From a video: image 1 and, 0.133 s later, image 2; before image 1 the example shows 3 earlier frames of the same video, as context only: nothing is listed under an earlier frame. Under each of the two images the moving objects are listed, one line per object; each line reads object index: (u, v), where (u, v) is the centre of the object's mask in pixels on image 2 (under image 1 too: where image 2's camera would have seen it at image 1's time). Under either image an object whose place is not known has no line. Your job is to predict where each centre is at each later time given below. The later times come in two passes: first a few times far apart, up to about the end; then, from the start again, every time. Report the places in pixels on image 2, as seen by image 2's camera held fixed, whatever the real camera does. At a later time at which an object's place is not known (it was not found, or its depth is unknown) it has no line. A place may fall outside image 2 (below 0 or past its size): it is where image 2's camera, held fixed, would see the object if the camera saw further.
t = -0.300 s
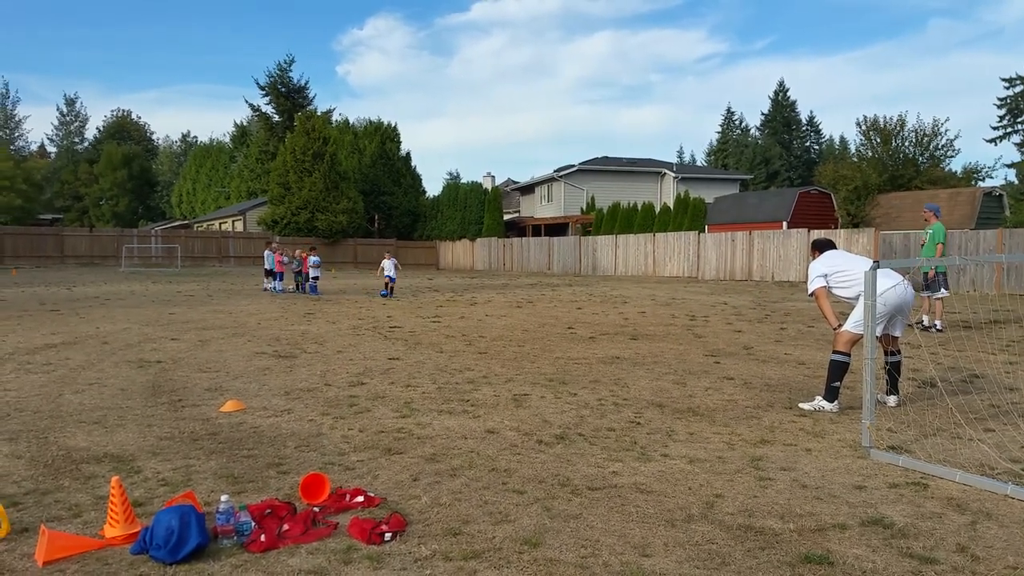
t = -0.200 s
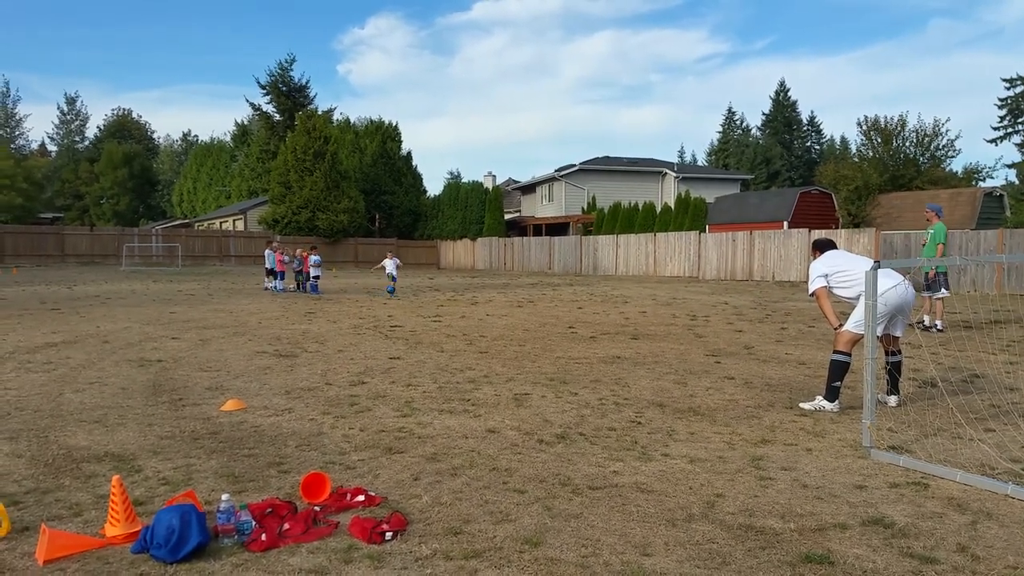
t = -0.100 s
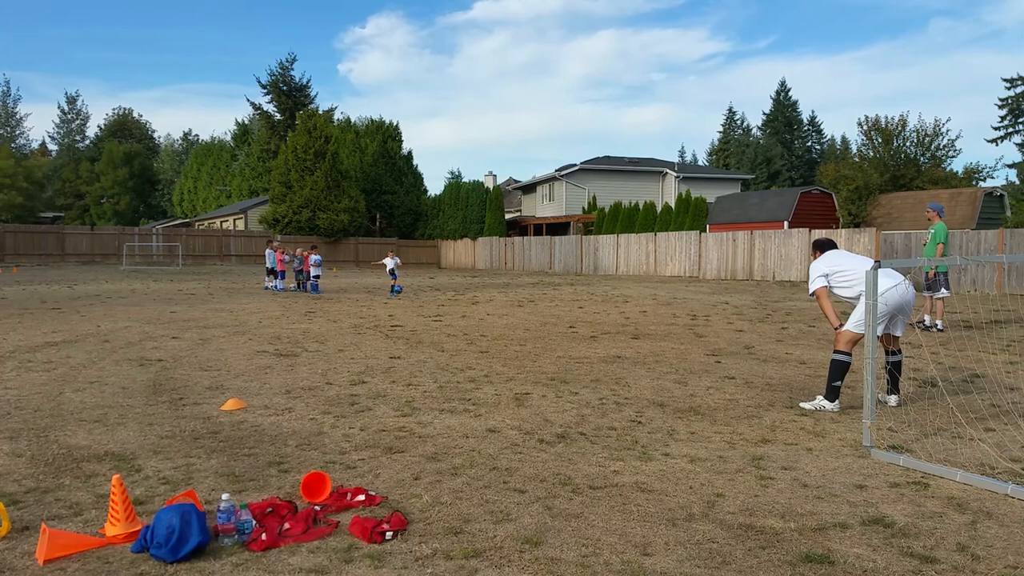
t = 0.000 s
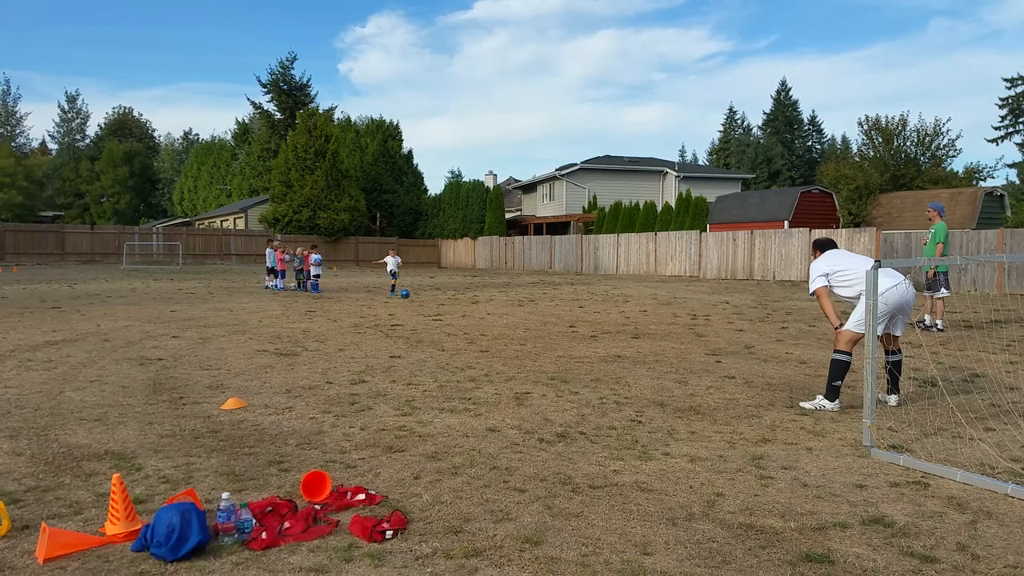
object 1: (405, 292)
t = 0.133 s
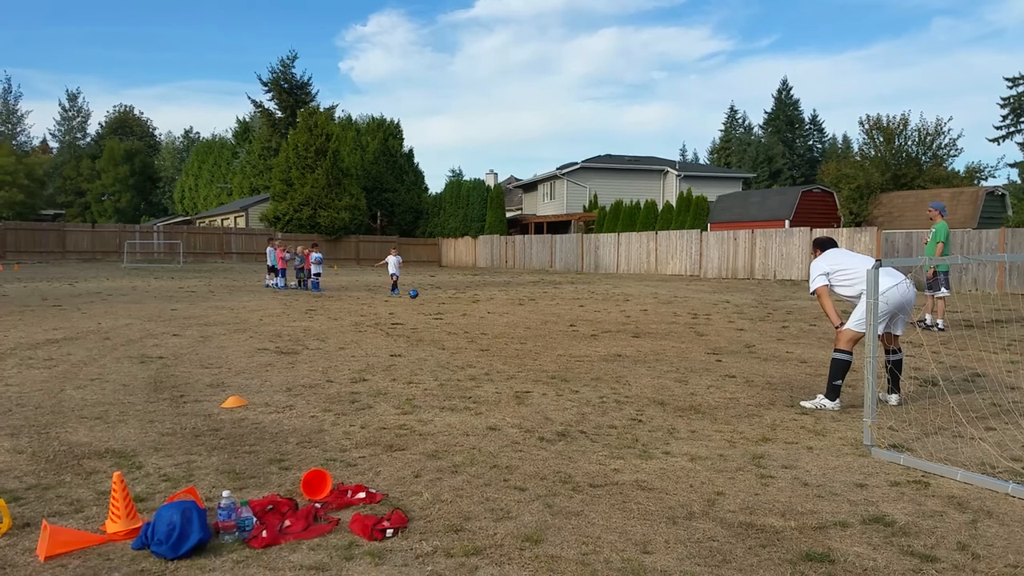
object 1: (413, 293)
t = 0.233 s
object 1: (417, 289)
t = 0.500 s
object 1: (430, 303)
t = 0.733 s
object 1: (442, 302)
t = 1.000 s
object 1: (459, 306)
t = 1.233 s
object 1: (476, 312)
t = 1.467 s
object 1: (495, 318)
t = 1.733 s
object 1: (520, 324)
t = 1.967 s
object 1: (545, 330)
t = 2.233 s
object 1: (575, 334)
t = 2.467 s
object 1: (602, 341)
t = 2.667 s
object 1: (629, 348)
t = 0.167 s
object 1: (414, 292)
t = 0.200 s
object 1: (416, 290)
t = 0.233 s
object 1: (417, 289)
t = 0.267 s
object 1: (419, 290)
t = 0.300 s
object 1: (421, 290)
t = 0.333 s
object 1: (422, 290)
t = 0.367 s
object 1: (424, 292)
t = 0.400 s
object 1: (425, 294)
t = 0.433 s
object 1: (427, 297)
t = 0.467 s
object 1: (428, 301)
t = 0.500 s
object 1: (430, 303)
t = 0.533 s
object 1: (431, 301)
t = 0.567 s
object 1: (433, 300)
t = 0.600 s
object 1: (435, 299)
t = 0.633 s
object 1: (437, 299)
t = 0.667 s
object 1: (439, 299)
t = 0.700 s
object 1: (440, 300)
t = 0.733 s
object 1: (442, 302)
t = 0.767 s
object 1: (444, 305)
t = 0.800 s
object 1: (446, 308)
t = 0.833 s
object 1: (448, 308)
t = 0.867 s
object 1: (450, 306)
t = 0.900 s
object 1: (453, 305)
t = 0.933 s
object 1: (455, 305)
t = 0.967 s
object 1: (457, 305)
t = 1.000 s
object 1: (459, 306)
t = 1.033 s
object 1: (461, 307)
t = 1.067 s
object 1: (464, 310)
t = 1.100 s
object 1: (466, 312)
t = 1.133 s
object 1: (468, 311)
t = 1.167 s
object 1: (470, 310)
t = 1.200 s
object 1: (473, 311)
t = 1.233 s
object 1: (476, 312)
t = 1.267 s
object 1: (479, 314)
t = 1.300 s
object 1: (481, 316)
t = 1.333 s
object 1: (484, 315)
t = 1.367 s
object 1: (486, 315)
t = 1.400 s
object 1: (490, 315)
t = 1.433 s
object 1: (492, 316)
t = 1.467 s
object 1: (495, 318)
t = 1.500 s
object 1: (498, 320)
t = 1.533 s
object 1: (501, 319)
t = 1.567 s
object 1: (504, 319)
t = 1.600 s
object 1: (508, 319)
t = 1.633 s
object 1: (510, 320)
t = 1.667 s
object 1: (514, 323)
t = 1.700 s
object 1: (517, 324)
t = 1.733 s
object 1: (520, 324)
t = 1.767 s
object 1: (524, 325)
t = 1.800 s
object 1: (527, 327)
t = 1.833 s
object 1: (531, 326)
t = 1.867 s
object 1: (534, 326)
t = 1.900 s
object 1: (538, 327)
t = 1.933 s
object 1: (541, 329)
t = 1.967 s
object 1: (545, 330)
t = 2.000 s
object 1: (549, 329)
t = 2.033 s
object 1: (552, 328)
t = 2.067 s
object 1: (556, 329)
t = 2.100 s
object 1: (560, 330)
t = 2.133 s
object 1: (563, 332)
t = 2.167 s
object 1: (568, 334)
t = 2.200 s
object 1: (571, 334)
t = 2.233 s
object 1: (575, 334)
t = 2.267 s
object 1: (579, 335)
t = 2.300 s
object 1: (582, 336)
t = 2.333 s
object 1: (586, 338)
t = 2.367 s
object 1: (590, 338)
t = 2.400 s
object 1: (594, 339)
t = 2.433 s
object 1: (597, 340)
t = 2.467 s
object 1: (602, 341)
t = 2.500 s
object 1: (606, 342)
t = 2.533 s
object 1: (610, 344)
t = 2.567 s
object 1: (615, 345)
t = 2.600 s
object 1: (620, 345)
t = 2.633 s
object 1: (624, 346)
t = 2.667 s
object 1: (629, 348)
